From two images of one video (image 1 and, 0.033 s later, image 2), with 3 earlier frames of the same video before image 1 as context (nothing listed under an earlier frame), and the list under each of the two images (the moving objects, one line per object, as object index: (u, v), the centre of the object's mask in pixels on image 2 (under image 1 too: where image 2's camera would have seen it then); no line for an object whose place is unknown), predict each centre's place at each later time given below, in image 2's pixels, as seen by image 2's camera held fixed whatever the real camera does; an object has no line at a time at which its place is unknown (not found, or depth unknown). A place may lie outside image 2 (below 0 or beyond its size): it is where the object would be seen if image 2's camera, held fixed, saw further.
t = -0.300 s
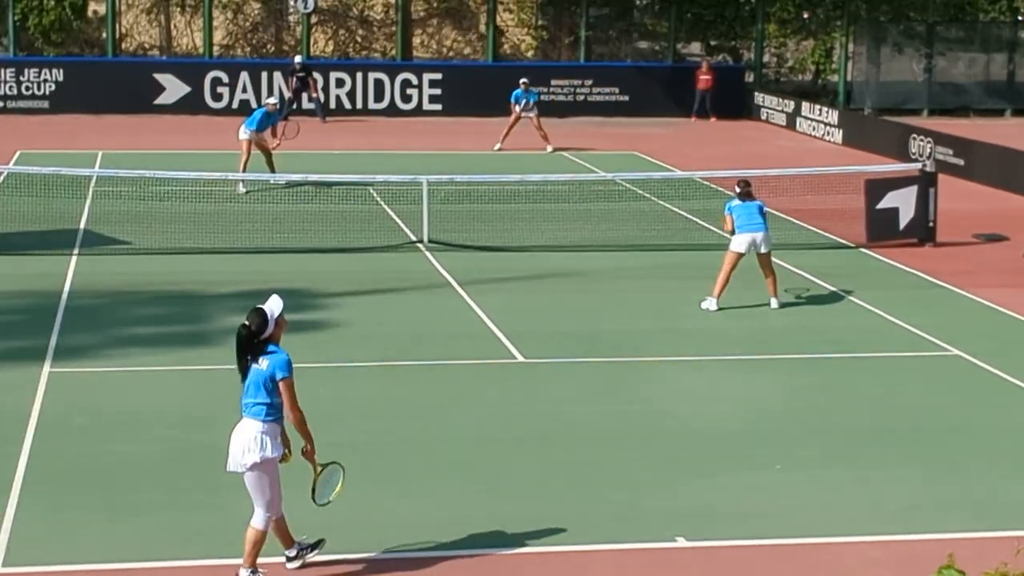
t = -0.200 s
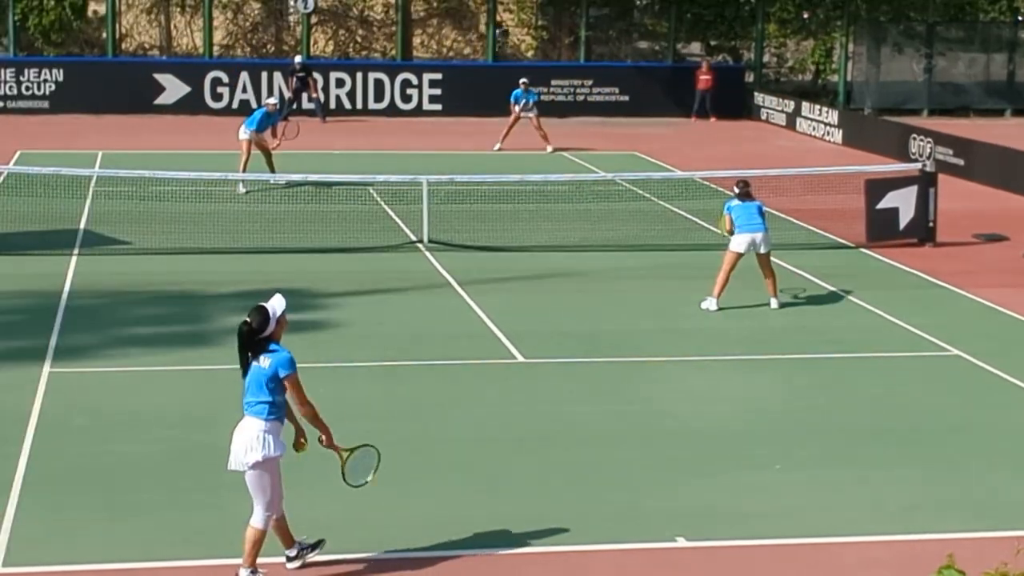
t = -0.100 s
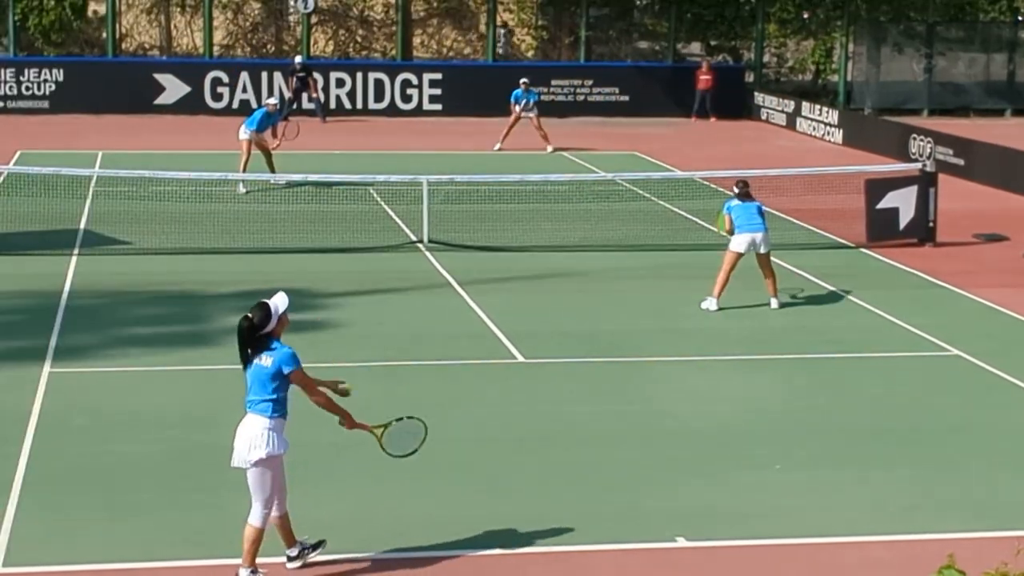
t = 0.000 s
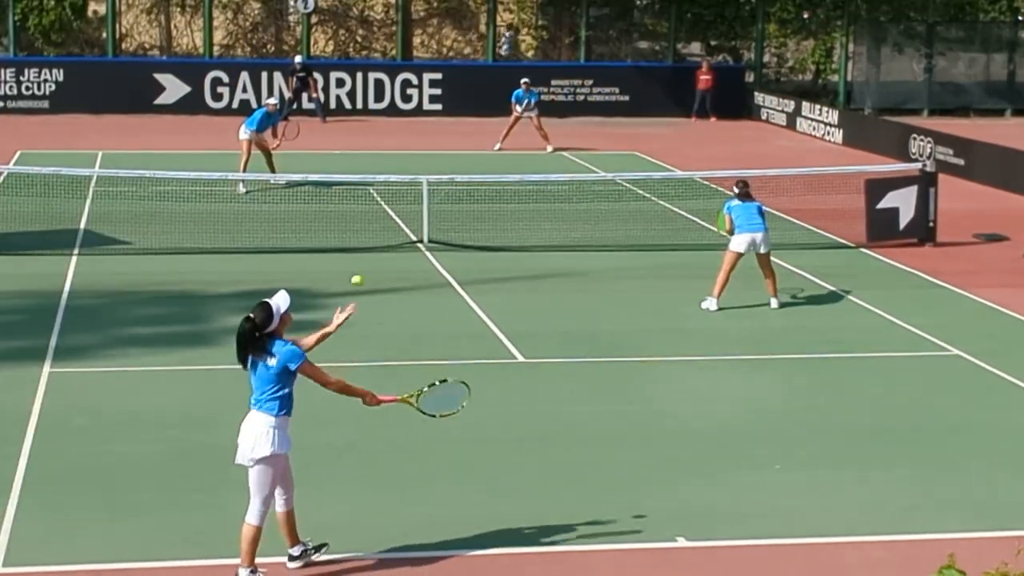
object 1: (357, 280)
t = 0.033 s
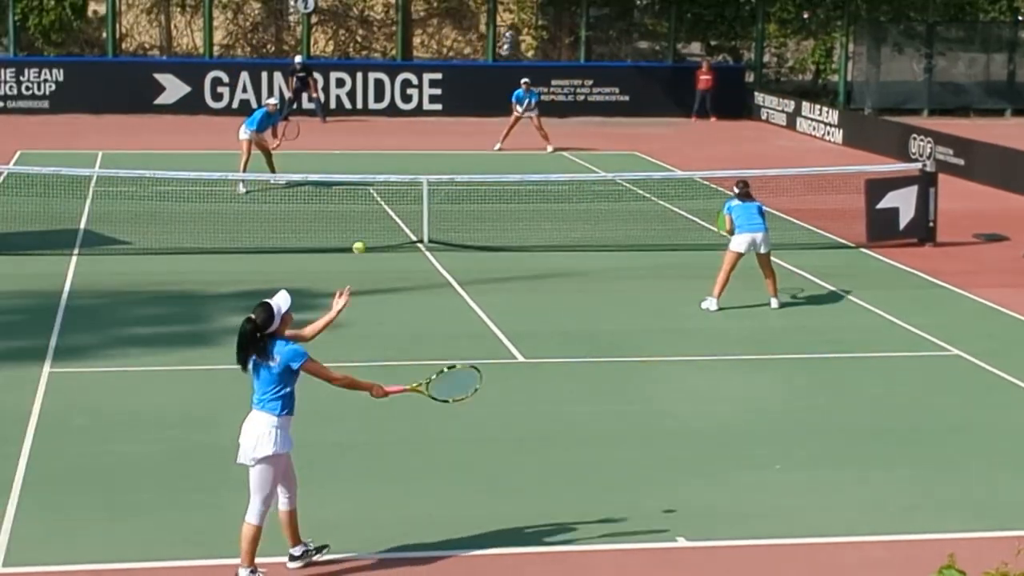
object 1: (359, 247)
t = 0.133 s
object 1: (362, 158)
